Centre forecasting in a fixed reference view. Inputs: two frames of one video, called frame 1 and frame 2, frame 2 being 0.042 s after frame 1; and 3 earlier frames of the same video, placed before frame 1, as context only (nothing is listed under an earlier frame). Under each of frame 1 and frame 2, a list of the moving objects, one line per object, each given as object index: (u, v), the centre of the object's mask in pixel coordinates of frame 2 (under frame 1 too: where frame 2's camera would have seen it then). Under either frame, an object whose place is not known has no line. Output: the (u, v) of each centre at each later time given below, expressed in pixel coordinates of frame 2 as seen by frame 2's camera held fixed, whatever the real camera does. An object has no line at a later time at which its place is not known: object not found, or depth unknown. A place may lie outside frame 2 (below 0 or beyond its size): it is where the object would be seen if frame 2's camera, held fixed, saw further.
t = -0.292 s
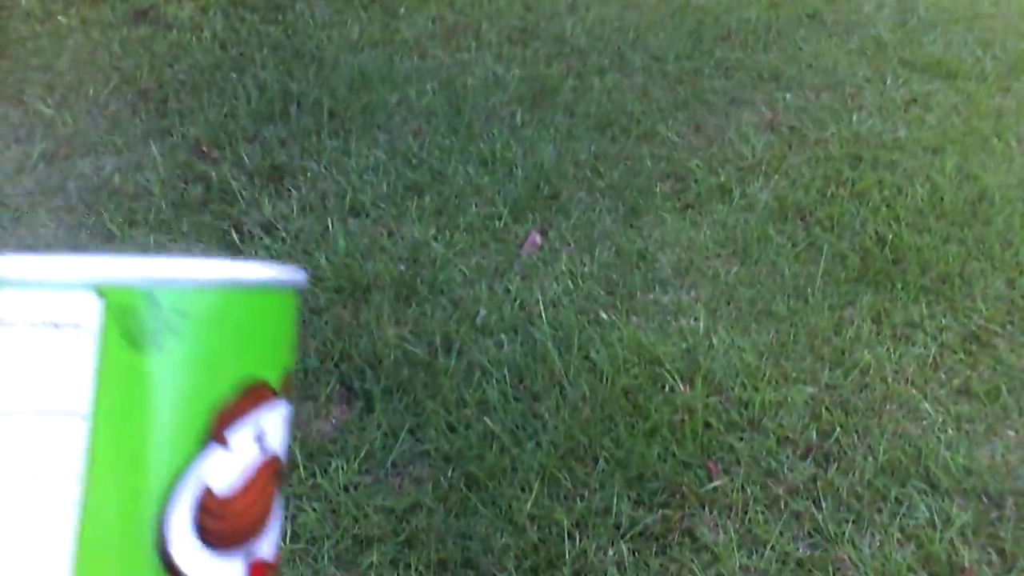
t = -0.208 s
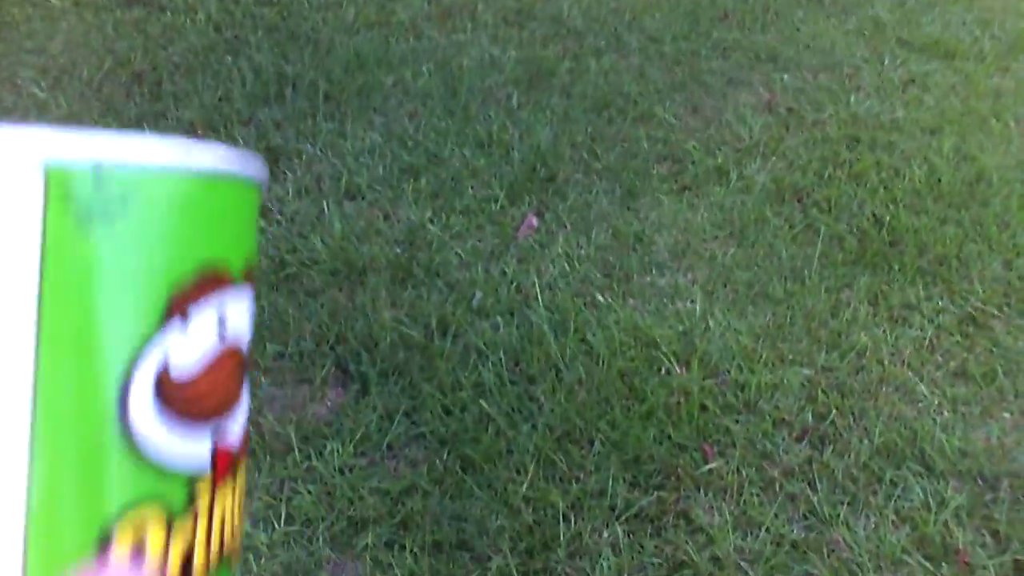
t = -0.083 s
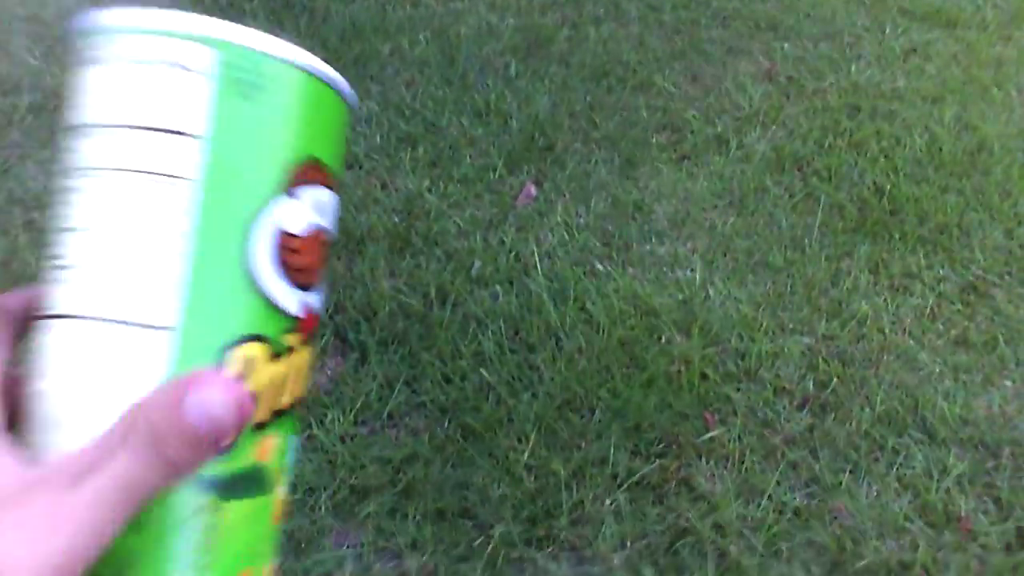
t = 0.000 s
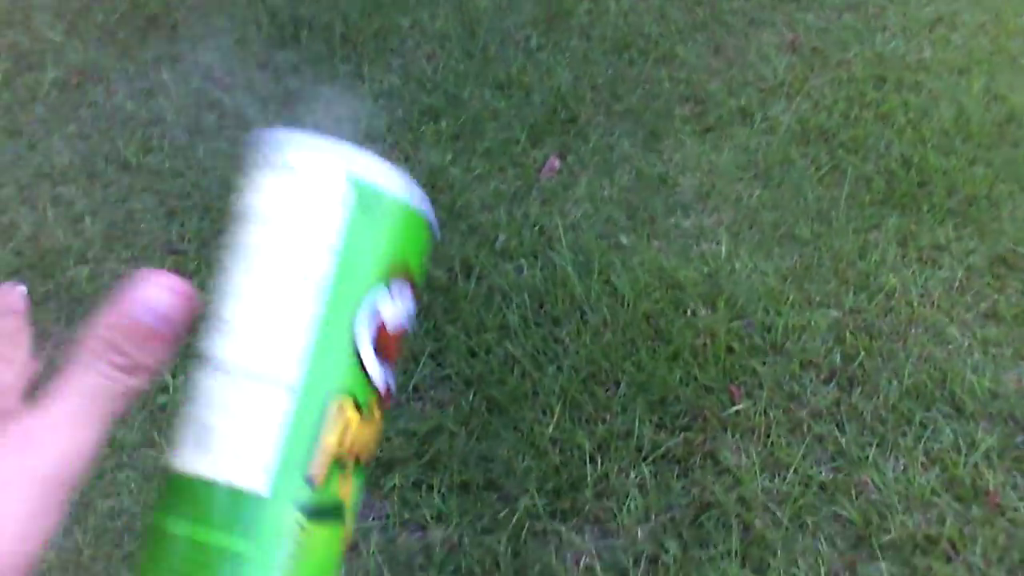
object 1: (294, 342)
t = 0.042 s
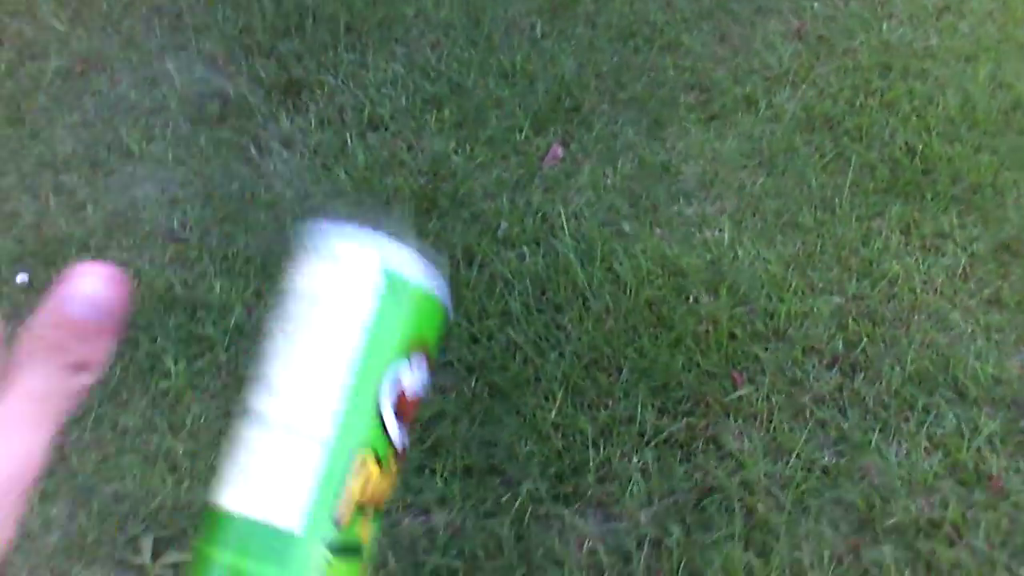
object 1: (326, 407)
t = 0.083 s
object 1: (349, 468)
